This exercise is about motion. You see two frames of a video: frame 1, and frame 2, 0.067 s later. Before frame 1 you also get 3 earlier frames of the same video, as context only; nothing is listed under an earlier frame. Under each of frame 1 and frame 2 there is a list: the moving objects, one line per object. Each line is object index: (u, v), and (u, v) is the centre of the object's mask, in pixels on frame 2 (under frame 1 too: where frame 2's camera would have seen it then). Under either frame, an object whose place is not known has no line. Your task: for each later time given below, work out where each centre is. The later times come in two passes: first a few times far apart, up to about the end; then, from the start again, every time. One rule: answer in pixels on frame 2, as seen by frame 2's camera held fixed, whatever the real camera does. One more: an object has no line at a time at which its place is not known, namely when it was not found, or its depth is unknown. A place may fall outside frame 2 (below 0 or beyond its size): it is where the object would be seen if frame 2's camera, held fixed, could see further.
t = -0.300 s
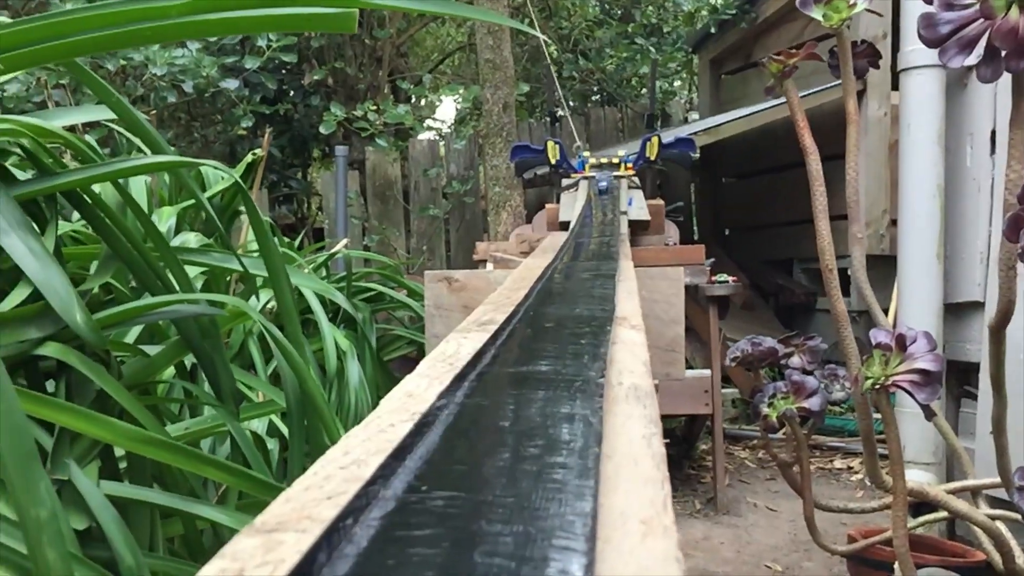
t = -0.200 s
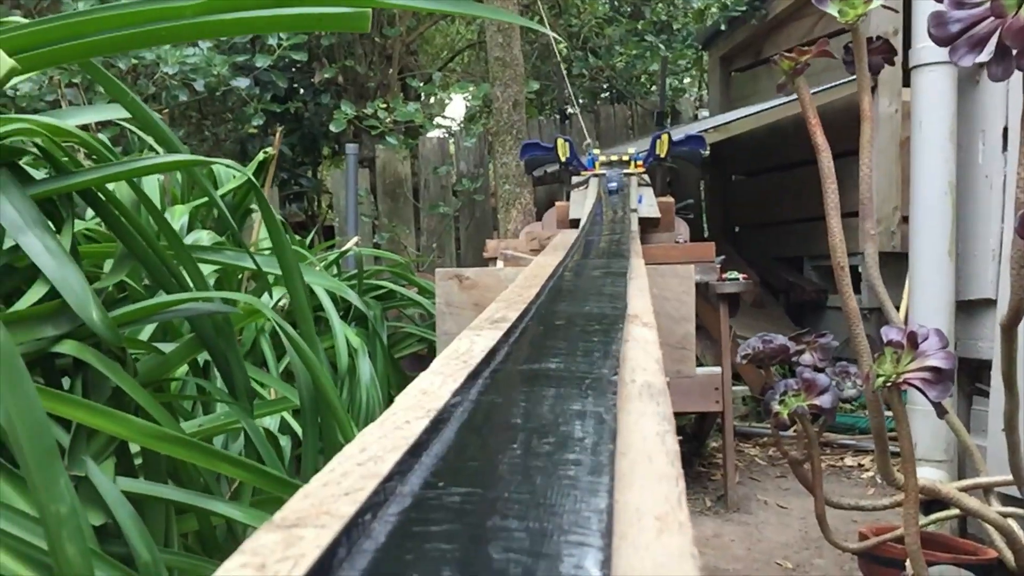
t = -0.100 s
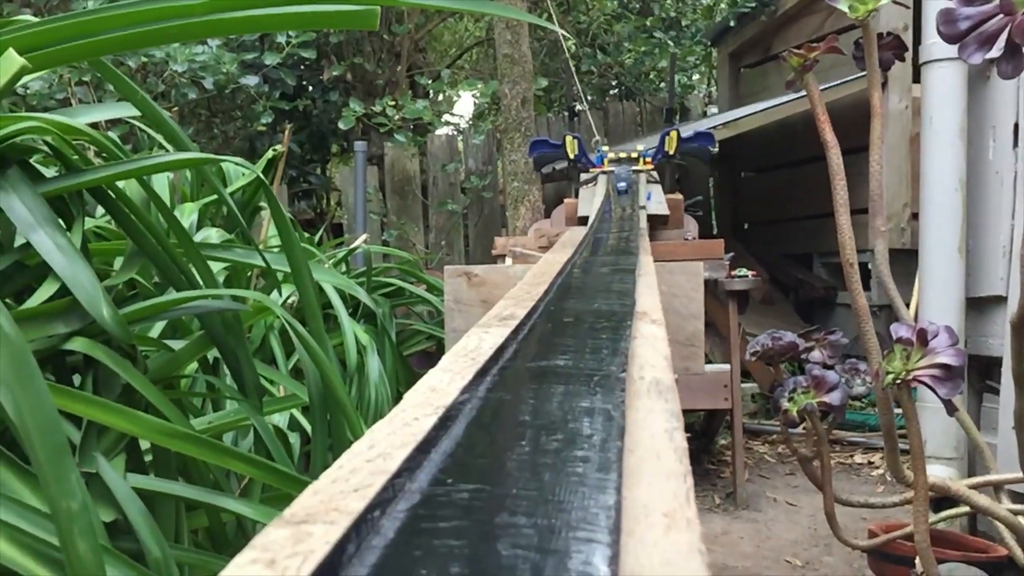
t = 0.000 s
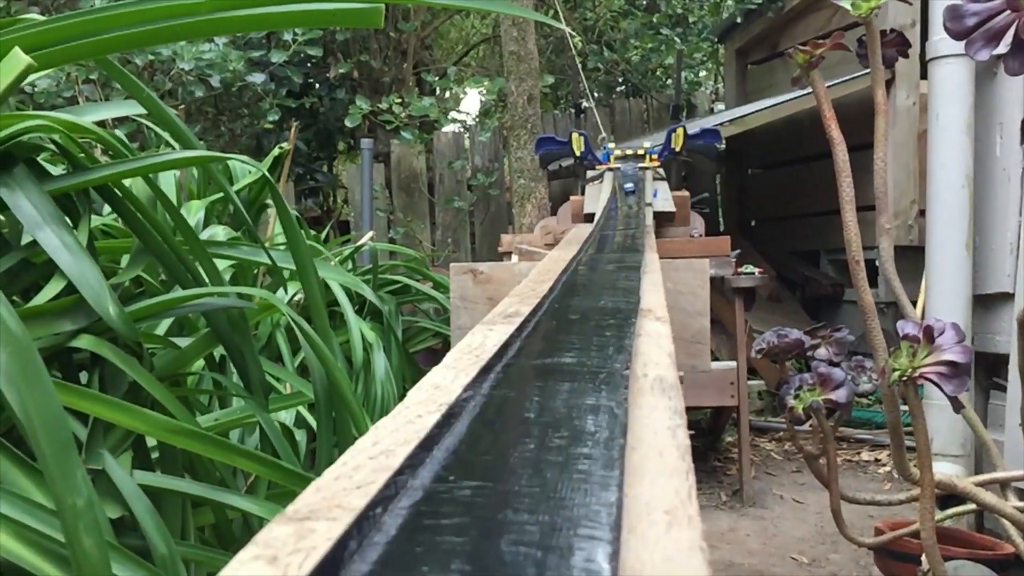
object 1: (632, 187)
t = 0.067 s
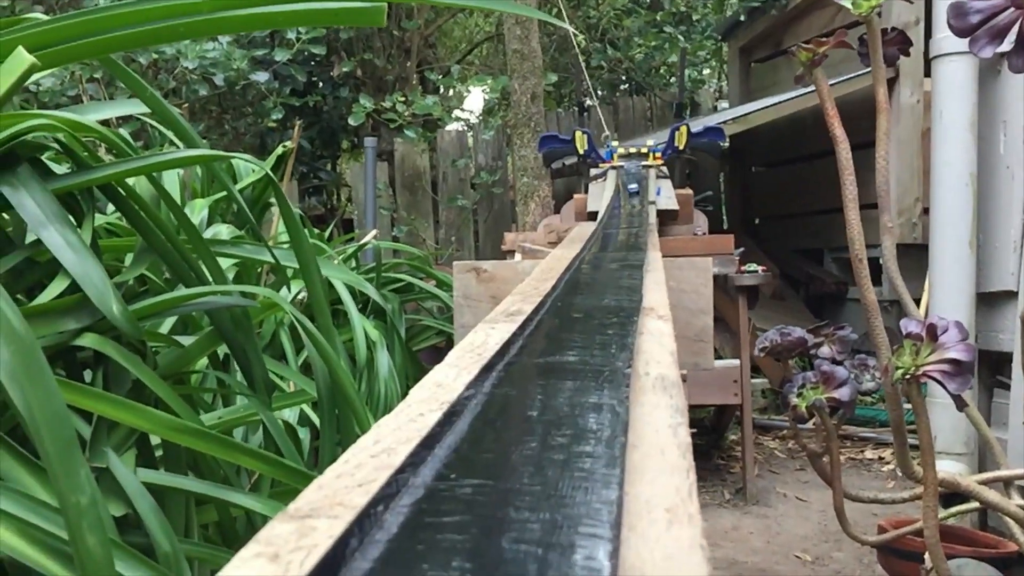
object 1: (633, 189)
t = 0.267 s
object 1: (640, 199)
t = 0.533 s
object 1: (639, 215)
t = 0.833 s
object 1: (637, 237)
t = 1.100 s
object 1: (630, 264)
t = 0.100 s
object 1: (634, 191)
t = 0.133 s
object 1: (635, 193)
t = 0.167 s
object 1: (635, 194)
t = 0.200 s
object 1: (637, 196)
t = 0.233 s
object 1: (639, 197)
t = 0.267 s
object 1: (640, 199)
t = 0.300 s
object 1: (641, 201)
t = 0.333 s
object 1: (641, 203)
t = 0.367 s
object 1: (640, 204)
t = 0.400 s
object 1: (640, 206)
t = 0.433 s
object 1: (641, 209)
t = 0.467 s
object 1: (640, 210)
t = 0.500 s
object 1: (640, 212)
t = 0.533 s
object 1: (639, 215)
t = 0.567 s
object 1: (639, 217)
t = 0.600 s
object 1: (640, 219)
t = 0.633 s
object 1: (639, 222)
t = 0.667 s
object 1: (639, 223)
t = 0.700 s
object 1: (638, 226)
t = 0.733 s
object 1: (638, 228)
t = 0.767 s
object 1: (638, 230)
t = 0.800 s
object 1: (638, 232)
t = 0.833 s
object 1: (637, 237)
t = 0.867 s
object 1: (637, 239)
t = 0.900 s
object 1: (636, 243)
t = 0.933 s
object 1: (636, 246)
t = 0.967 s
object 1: (635, 249)
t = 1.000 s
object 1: (634, 252)
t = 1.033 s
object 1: (633, 256)
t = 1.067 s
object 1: (632, 260)
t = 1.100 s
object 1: (630, 264)
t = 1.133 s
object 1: (628, 268)
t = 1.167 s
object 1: (627, 274)
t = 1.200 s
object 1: (626, 278)
